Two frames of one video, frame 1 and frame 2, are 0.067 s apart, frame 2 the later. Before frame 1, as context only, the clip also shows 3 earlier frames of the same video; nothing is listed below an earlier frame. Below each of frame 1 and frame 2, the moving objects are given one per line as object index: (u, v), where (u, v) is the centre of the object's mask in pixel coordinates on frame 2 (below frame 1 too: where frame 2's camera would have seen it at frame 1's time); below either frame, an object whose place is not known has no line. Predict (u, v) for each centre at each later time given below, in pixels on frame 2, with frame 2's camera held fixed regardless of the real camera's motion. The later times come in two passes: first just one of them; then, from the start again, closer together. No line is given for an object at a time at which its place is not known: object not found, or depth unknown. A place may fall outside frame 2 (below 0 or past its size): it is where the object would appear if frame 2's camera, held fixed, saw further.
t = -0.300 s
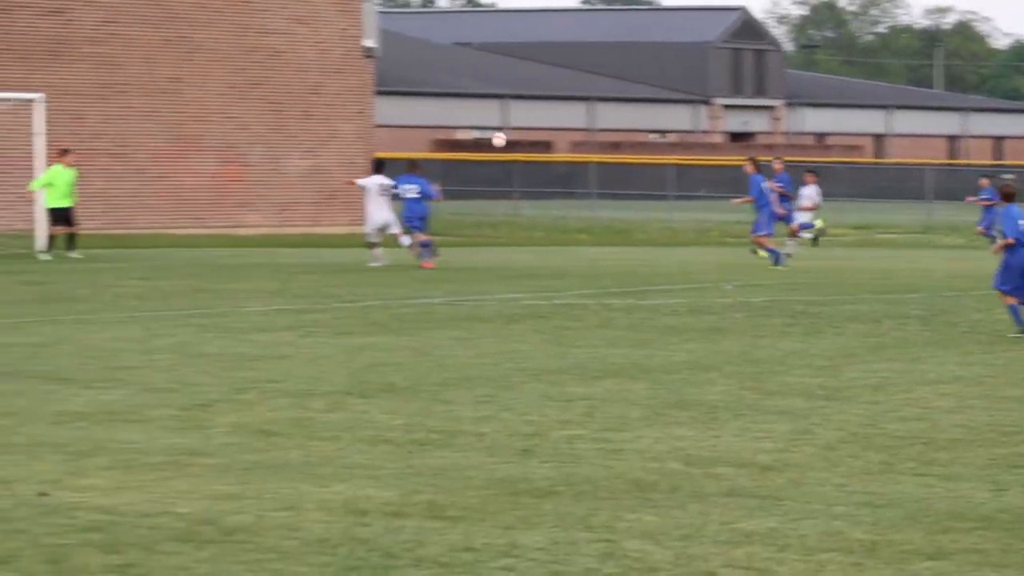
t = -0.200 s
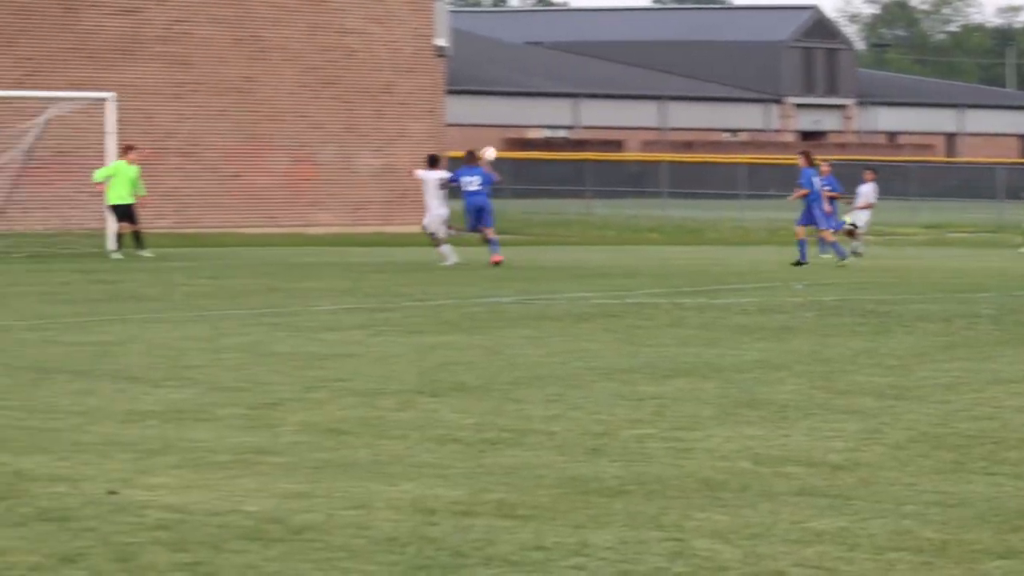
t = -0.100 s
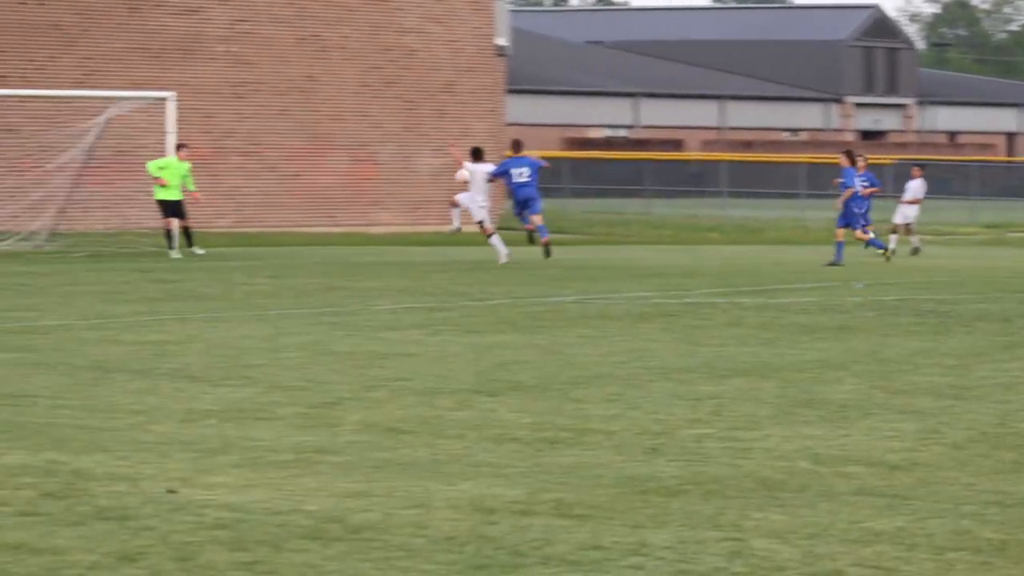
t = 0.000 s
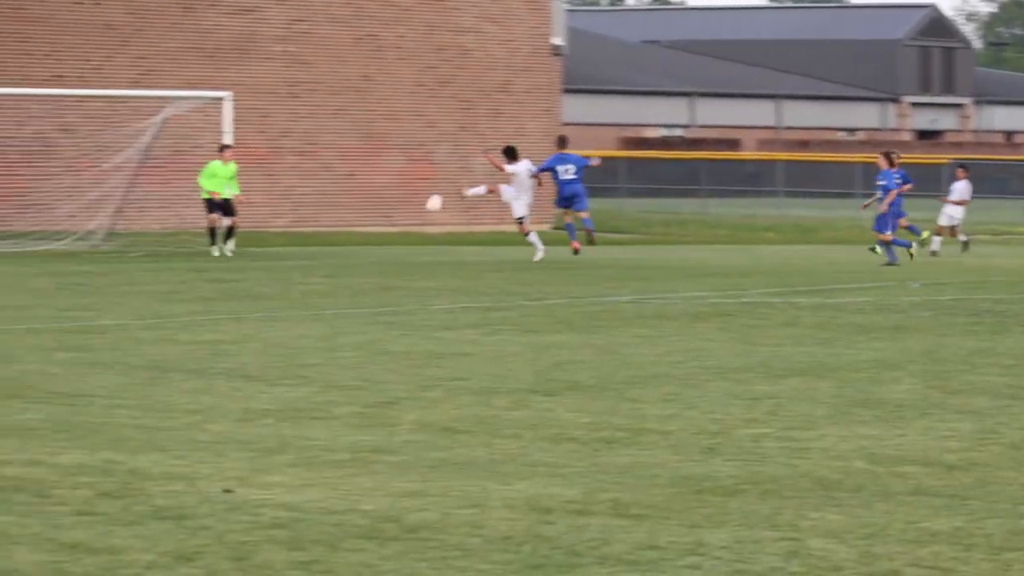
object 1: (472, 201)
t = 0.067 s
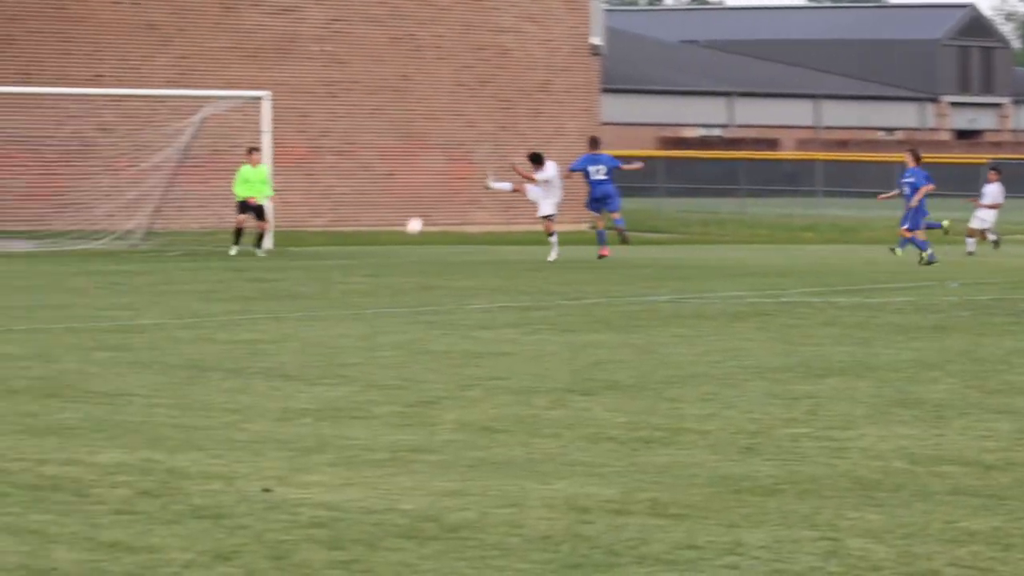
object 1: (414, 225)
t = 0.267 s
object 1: (269, 228)
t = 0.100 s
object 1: (383, 238)
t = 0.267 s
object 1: (269, 228)
